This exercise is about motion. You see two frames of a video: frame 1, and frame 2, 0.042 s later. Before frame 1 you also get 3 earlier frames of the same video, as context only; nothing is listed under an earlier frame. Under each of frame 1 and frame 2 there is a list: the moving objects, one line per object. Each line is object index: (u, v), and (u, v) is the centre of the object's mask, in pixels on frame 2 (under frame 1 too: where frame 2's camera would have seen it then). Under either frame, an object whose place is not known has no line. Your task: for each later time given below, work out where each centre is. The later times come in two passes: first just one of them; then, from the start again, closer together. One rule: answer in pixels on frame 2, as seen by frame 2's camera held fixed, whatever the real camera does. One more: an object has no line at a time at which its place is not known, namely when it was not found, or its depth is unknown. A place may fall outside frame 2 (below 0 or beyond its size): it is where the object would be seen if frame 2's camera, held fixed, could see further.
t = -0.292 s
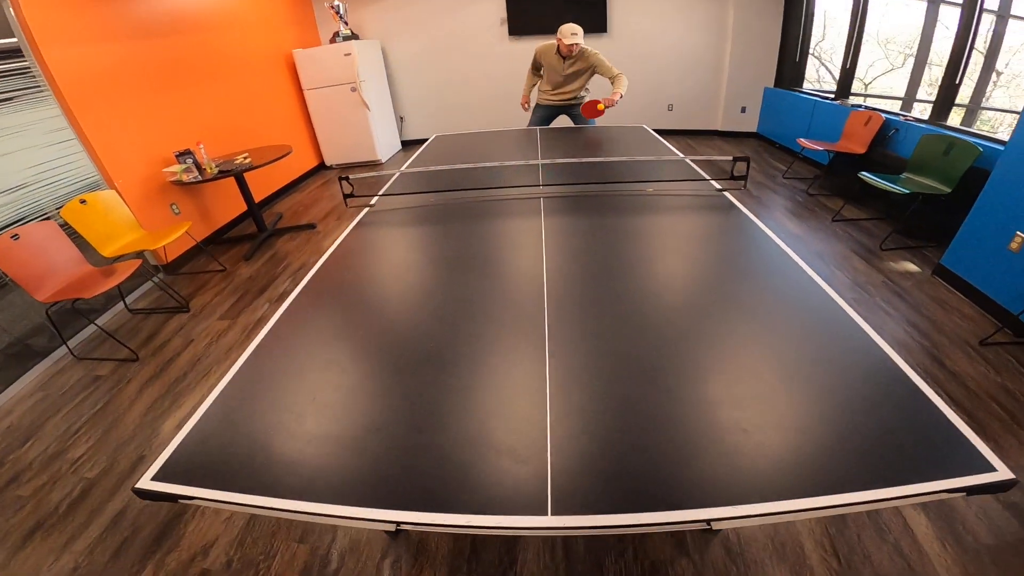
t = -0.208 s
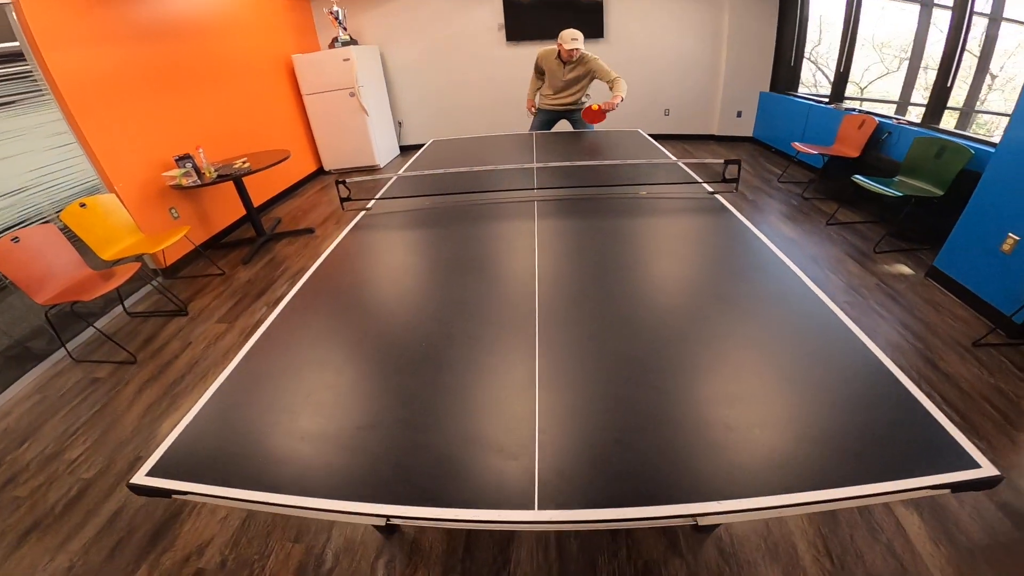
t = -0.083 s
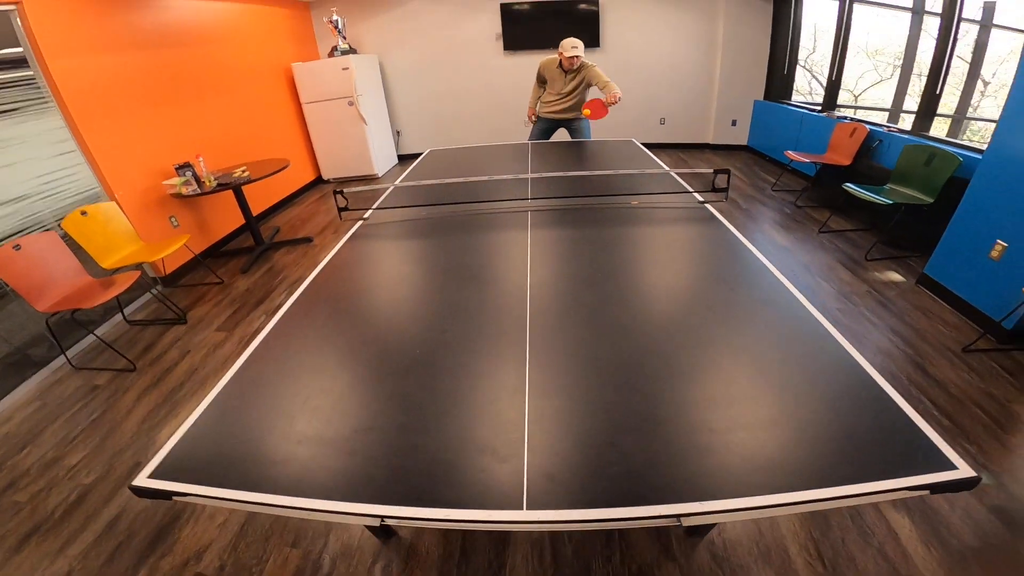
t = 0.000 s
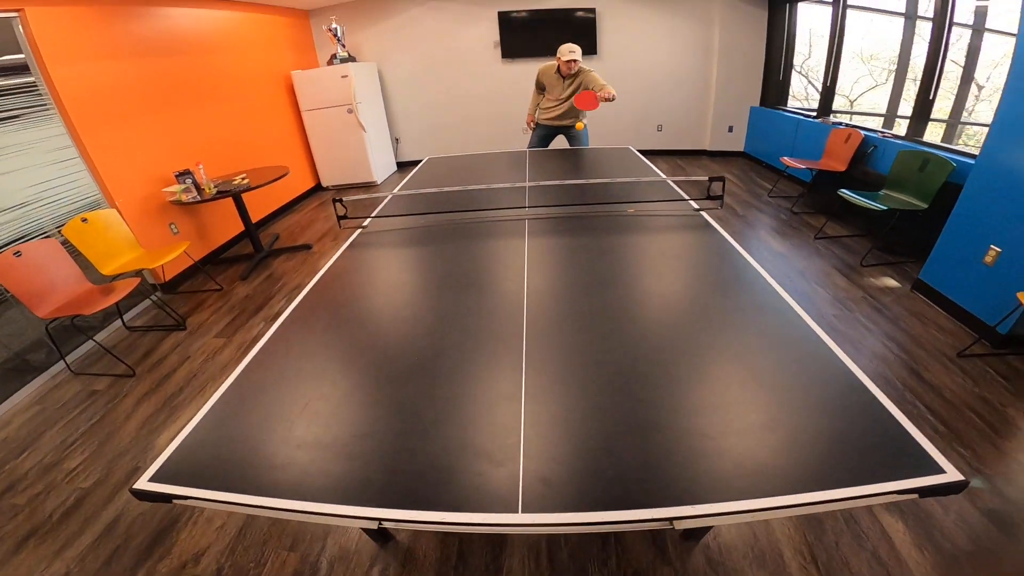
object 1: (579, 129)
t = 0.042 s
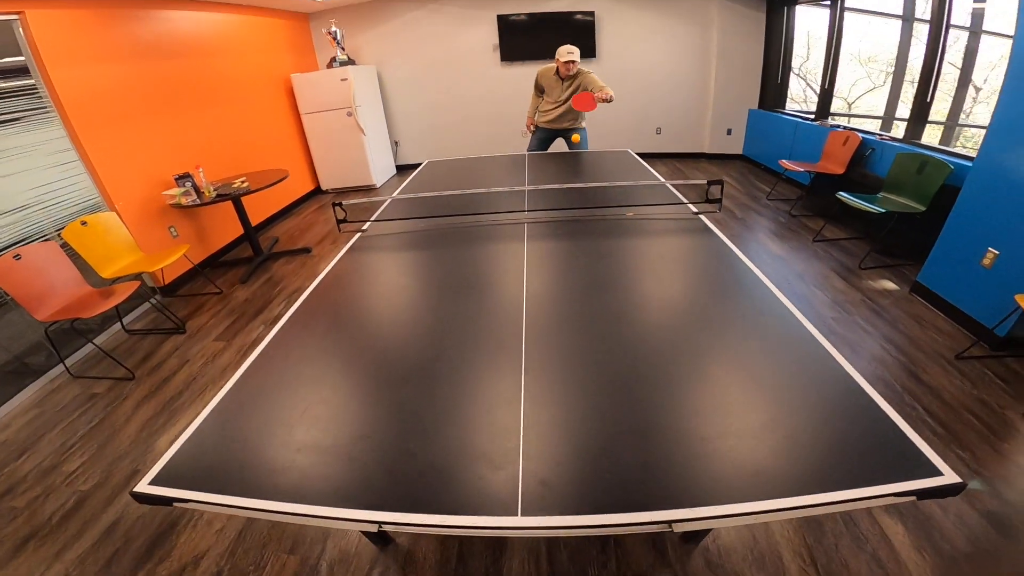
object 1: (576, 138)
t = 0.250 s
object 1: (561, 237)
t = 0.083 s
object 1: (573, 153)
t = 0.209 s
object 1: (564, 235)
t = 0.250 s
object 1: (561, 237)
